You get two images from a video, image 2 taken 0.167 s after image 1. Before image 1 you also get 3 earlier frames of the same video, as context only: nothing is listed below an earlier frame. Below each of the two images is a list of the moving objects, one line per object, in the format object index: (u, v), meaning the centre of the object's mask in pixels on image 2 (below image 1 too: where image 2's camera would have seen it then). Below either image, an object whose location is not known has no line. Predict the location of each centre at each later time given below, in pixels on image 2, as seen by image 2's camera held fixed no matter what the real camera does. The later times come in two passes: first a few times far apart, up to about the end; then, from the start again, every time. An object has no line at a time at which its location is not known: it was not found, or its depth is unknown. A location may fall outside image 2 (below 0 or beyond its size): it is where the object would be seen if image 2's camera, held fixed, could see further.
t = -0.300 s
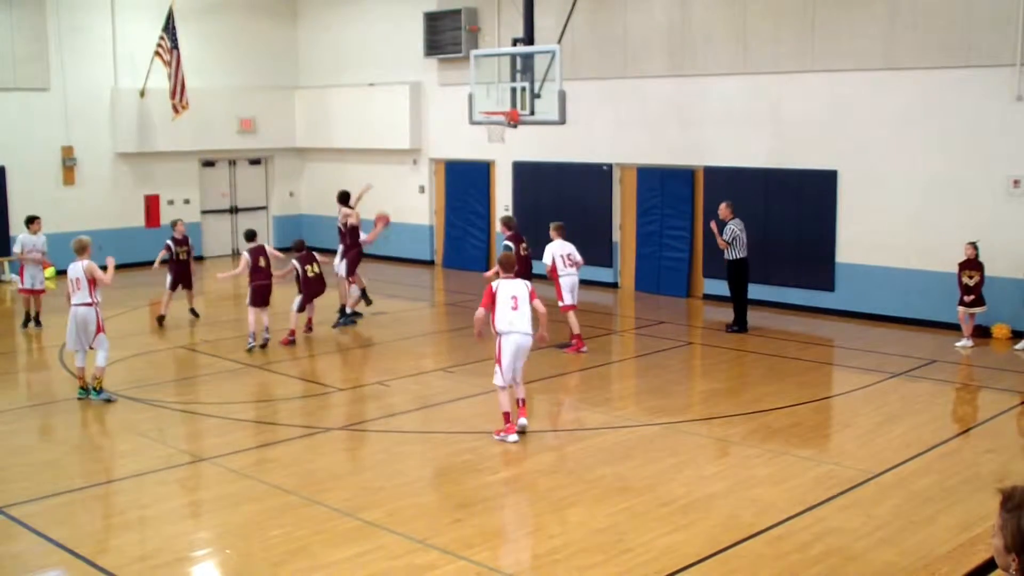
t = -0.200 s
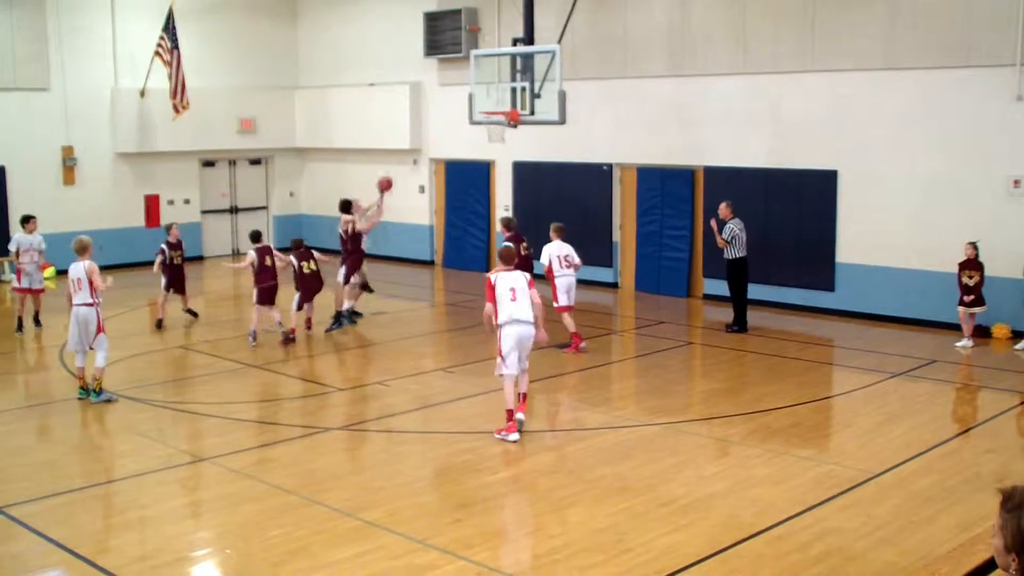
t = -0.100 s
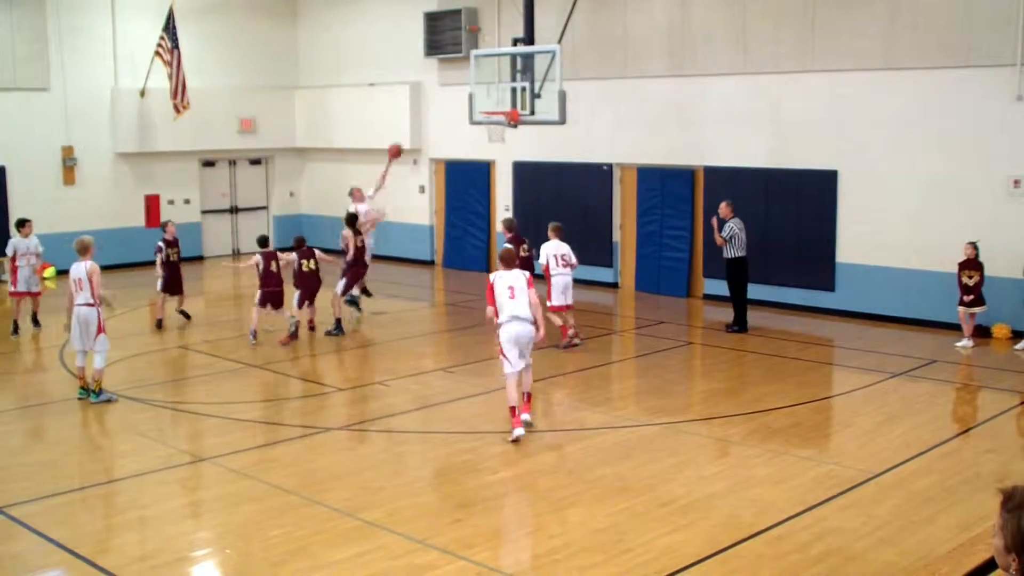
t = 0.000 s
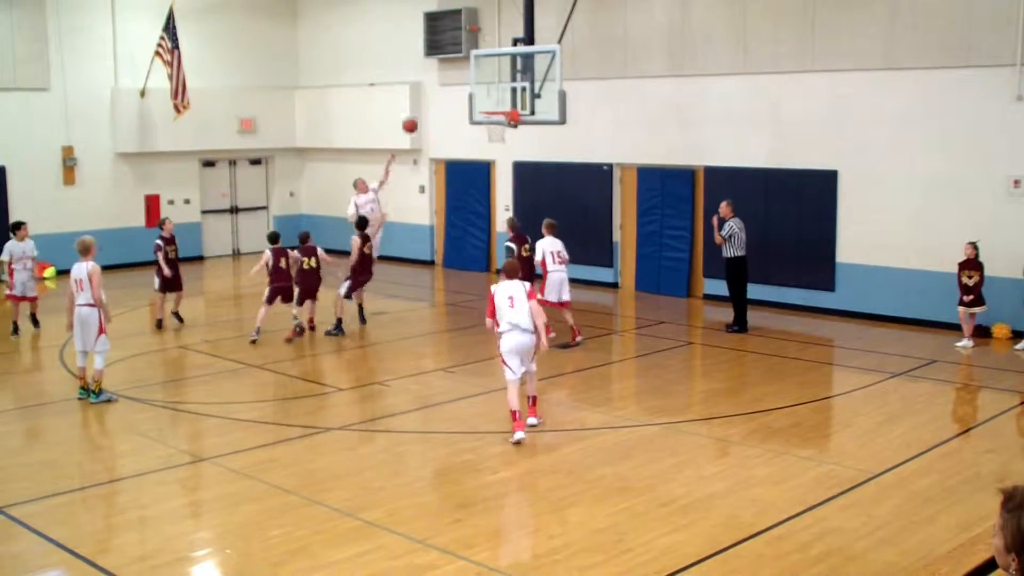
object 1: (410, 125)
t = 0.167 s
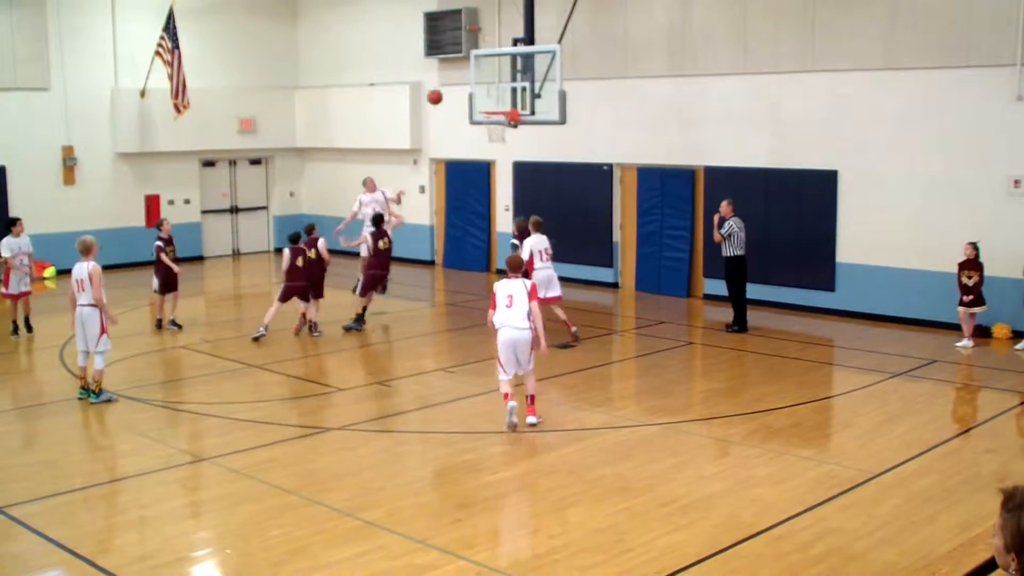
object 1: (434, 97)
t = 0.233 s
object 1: (444, 90)
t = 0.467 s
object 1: (480, 92)
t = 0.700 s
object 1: (491, 97)
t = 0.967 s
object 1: (465, 116)
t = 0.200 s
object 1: (439, 93)
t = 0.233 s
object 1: (444, 90)
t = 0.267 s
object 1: (449, 88)
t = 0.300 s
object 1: (454, 87)
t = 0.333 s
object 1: (459, 87)
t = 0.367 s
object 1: (465, 87)
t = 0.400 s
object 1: (470, 88)
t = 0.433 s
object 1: (475, 89)
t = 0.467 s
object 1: (480, 92)
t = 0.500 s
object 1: (485, 95)
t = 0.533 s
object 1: (490, 98)
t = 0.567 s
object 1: (496, 103)
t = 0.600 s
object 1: (499, 102)
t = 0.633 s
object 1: (497, 100)
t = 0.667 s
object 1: (494, 98)
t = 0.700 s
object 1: (491, 97)
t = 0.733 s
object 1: (488, 97)
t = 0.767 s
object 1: (484, 97)
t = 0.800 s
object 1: (481, 99)
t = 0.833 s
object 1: (478, 101)
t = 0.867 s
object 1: (476, 104)
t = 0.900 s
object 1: (472, 107)
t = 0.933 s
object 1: (468, 111)
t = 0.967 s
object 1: (465, 116)
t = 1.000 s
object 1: (461, 122)
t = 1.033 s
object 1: (458, 128)
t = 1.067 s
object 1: (455, 136)
